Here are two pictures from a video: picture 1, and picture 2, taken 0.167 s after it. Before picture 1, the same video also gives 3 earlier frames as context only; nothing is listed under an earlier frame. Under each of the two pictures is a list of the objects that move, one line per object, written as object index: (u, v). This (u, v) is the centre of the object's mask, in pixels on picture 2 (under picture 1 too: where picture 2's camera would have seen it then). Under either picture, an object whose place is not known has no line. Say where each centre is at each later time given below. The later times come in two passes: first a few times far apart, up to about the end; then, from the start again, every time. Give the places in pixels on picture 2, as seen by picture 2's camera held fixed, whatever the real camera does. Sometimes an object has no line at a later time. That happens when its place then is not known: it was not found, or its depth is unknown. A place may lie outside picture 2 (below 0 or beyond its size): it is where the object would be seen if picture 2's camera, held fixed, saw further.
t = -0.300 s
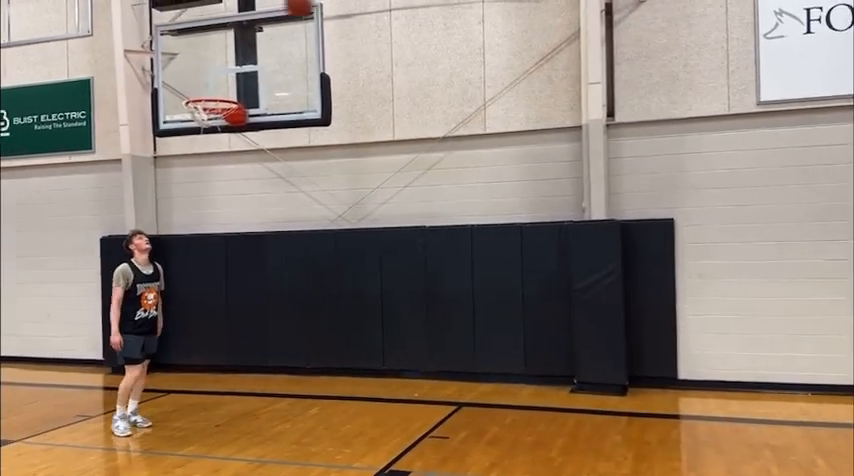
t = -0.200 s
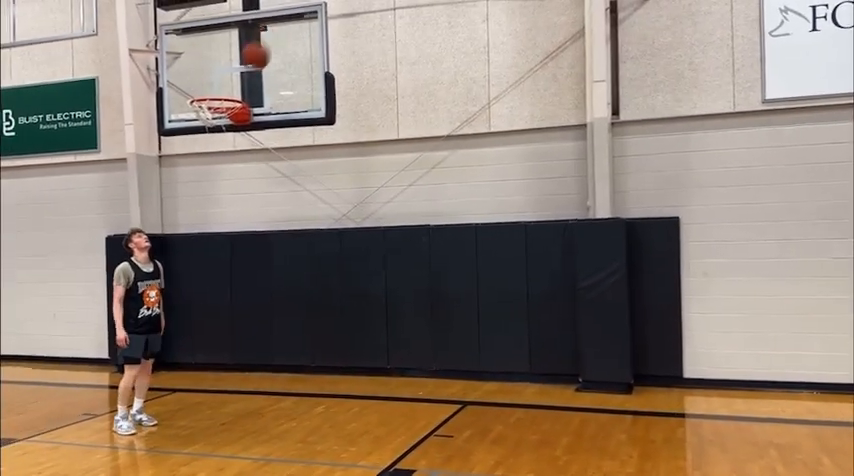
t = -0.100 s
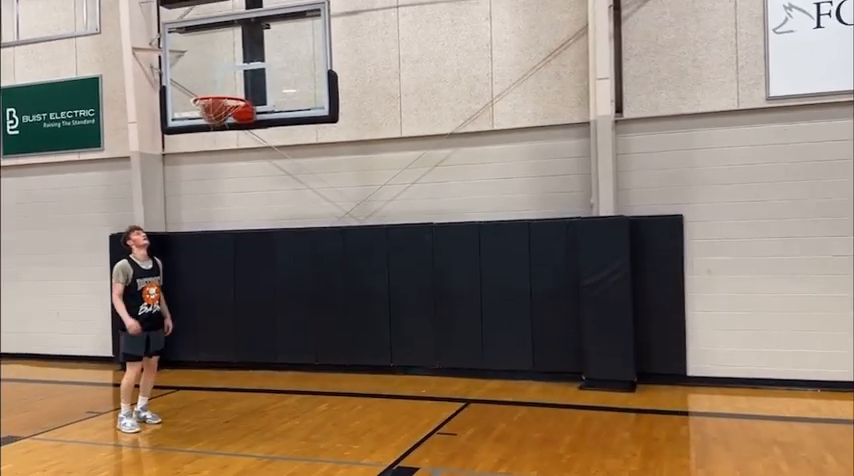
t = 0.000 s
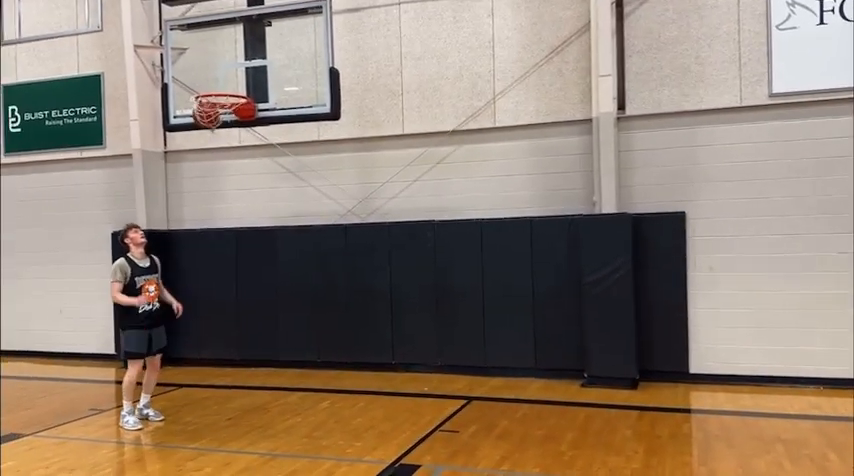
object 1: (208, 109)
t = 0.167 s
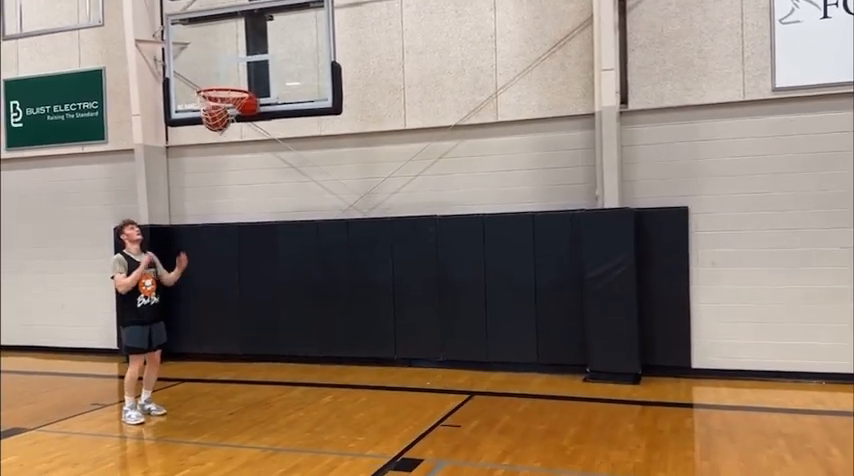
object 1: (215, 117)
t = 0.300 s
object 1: (222, 130)
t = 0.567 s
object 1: (236, 185)
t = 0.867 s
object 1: (253, 335)
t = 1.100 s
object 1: (254, 357)
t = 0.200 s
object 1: (218, 121)
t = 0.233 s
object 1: (219, 124)
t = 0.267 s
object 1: (221, 128)
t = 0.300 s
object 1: (222, 130)
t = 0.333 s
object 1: (224, 133)
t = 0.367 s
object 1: (226, 138)
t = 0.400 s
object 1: (227, 144)
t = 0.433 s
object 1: (229, 149)
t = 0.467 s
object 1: (231, 156)
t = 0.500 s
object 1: (232, 165)
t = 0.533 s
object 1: (234, 174)
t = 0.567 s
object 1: (236, 185)
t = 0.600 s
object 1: (238, 197)
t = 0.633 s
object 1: (240, 210)
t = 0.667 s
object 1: (242, 225)
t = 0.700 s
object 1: (244, 240)
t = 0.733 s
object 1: (245, 257)
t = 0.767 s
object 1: (247, 274)
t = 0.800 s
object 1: (249, 293)
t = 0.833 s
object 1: (251, 313)
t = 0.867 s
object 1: (253, 335)
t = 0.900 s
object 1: (255, 356)
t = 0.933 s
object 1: (256, 381)
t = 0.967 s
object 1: (259, 407)
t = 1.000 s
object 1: (258, 411)
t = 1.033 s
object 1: (257, 394)
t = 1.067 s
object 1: (256, 375)
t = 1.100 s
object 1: (254, 357)
